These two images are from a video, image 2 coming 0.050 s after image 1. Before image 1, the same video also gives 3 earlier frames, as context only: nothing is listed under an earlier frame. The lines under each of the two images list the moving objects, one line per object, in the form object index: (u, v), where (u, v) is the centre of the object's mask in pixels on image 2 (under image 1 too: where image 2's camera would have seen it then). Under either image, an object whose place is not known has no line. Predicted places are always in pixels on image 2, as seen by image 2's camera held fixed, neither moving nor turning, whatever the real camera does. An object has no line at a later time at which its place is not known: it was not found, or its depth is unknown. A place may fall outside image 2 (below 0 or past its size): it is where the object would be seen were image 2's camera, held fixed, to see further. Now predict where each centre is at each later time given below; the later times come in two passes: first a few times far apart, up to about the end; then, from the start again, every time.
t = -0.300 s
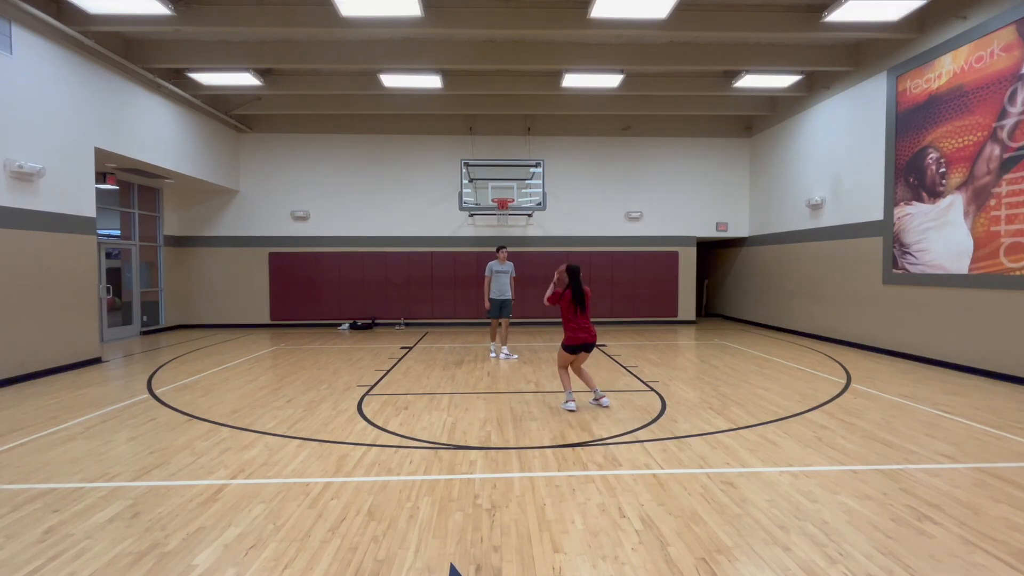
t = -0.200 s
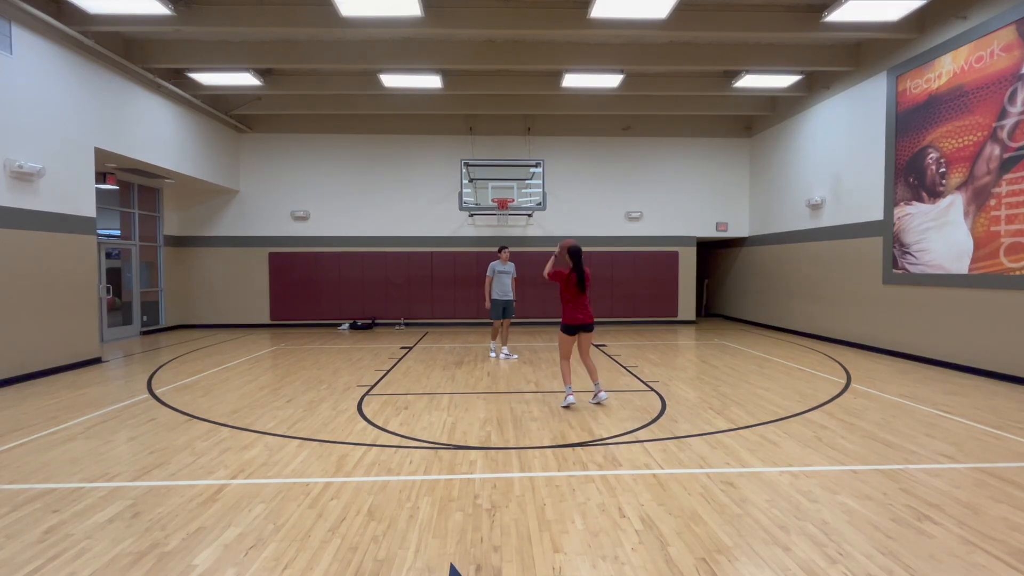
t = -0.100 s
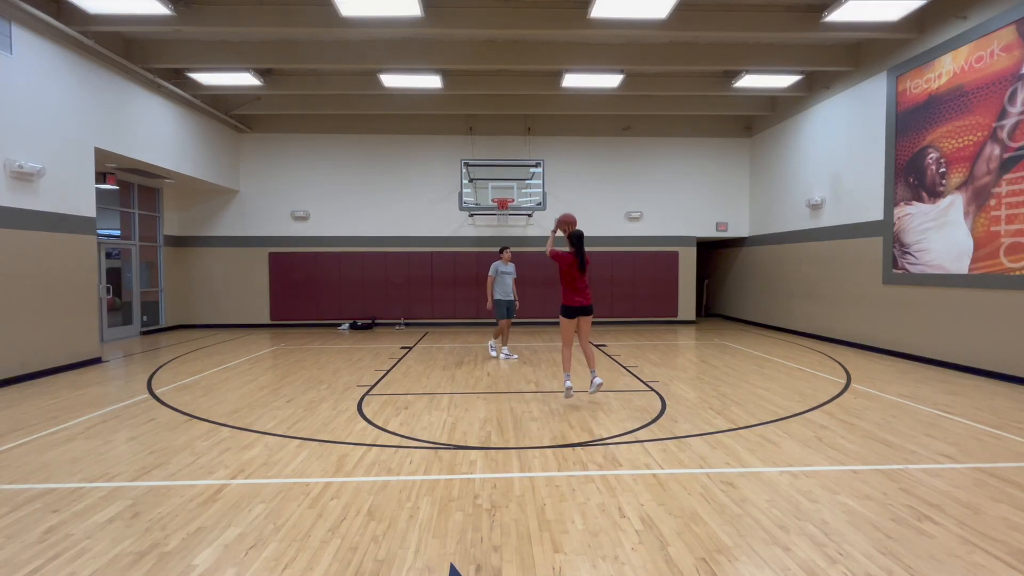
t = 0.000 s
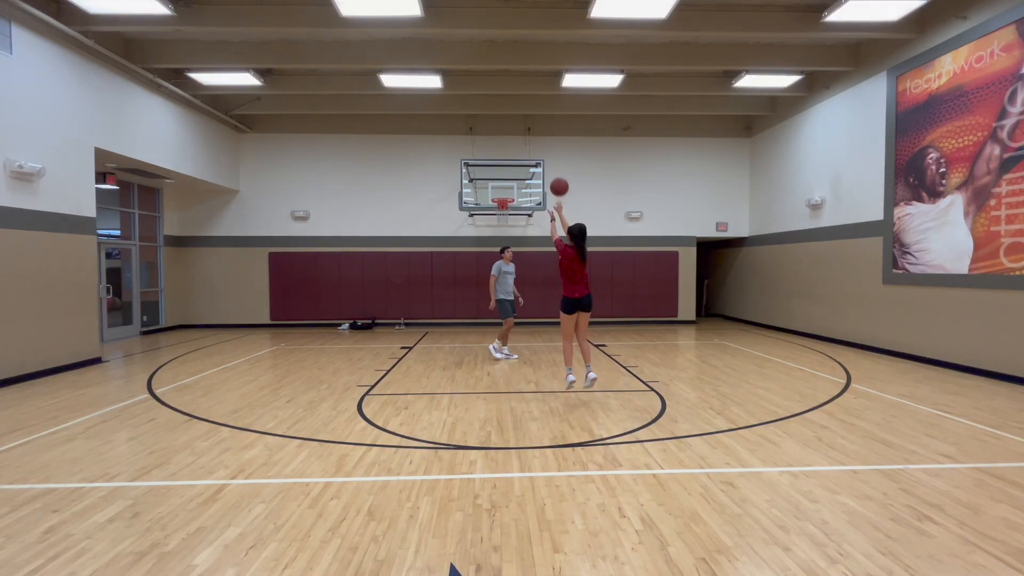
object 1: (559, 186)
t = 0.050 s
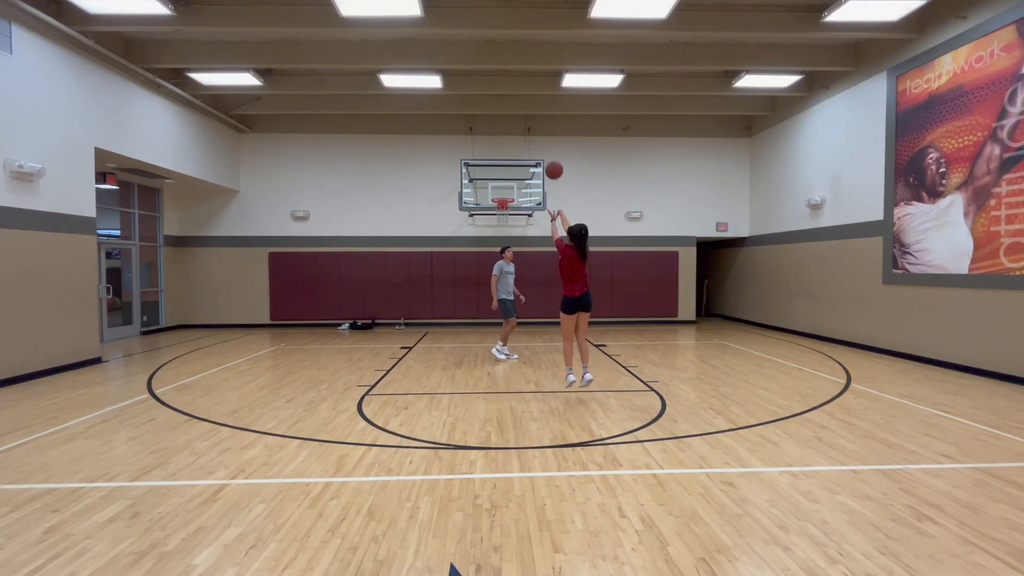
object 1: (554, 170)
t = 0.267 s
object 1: (536, 130)
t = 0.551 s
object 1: (518, 131)
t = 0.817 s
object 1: (507, 167)
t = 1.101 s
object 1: (507, 208)
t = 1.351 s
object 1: (502, 223)
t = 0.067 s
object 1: (552, 165)
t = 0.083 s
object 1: (551, 161)
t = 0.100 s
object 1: (549, 157)
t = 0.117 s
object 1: (547, 153)
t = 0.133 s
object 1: (546, 149)
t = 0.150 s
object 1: (544, 146)
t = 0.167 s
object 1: (543, 143)
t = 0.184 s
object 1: (542, 140)
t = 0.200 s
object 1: (541, 138)
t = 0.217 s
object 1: (540, 135)
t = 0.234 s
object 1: (537, 133)
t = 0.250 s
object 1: (537, 132)
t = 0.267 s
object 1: (536, 130)
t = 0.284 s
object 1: (535, 129)
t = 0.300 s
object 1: (533, 128)
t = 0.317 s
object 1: (532, 127)
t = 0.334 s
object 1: (532, 126)
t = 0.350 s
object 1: (530, 126)
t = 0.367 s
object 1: (528, 126)
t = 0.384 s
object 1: (527, 125)
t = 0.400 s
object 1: (526, 125)
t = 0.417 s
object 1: (525, 125)
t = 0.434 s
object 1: (524, 126)
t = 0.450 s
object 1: (524, 126)
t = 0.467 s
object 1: (523, 127)
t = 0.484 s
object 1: (522, 127)
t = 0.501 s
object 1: (521, 128)
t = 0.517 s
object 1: (520, 129)
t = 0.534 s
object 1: (519, 130)
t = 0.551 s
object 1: (518, 131)
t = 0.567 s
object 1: (517, 133)
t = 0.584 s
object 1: (516, 134)
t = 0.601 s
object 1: (515, 136)
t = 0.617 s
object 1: (515, 138)
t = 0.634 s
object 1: (514, 140)
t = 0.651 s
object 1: (513, 142)
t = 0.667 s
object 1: (512, 143)
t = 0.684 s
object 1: (511, 146)
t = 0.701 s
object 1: (511, 148)
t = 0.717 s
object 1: (510, 151)
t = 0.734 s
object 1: (510, 153)
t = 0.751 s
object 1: (509, 155)
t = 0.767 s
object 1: (508, 158)
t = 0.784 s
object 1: (507, 161)
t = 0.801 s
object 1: (507, 164)
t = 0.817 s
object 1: (507, 167)
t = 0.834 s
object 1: (506, 170)
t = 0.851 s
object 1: (505, 173)
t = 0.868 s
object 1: (504, 176)
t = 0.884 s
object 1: (504, 180)
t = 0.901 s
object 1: (503, 183)
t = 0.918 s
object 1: (502, 187)
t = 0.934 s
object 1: (502, 190)
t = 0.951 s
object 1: (501, 193)
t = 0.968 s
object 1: (501, 196)
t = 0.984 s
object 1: (501, 197)
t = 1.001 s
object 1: (502, 199)
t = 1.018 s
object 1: (505, 199)
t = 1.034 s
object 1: (505, 204)
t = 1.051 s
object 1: (507, 205)
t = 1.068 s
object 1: (507, 206)
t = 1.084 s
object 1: (507, 207)
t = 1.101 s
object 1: (507, 208)
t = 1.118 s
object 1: (507, 208)
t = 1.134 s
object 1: (506, 209)
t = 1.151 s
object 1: (506, 210)
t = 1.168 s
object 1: (506, 210)
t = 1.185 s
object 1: (505, 210)
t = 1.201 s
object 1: (505, 210)
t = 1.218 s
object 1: (505, 211)
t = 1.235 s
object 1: (505, 211)
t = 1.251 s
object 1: (505, 212)
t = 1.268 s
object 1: (504, 215)
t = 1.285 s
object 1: (504, 217)
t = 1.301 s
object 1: (503, 218)
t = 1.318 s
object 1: (503, 220)
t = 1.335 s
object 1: (503, 221)
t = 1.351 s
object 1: (502, 223)
